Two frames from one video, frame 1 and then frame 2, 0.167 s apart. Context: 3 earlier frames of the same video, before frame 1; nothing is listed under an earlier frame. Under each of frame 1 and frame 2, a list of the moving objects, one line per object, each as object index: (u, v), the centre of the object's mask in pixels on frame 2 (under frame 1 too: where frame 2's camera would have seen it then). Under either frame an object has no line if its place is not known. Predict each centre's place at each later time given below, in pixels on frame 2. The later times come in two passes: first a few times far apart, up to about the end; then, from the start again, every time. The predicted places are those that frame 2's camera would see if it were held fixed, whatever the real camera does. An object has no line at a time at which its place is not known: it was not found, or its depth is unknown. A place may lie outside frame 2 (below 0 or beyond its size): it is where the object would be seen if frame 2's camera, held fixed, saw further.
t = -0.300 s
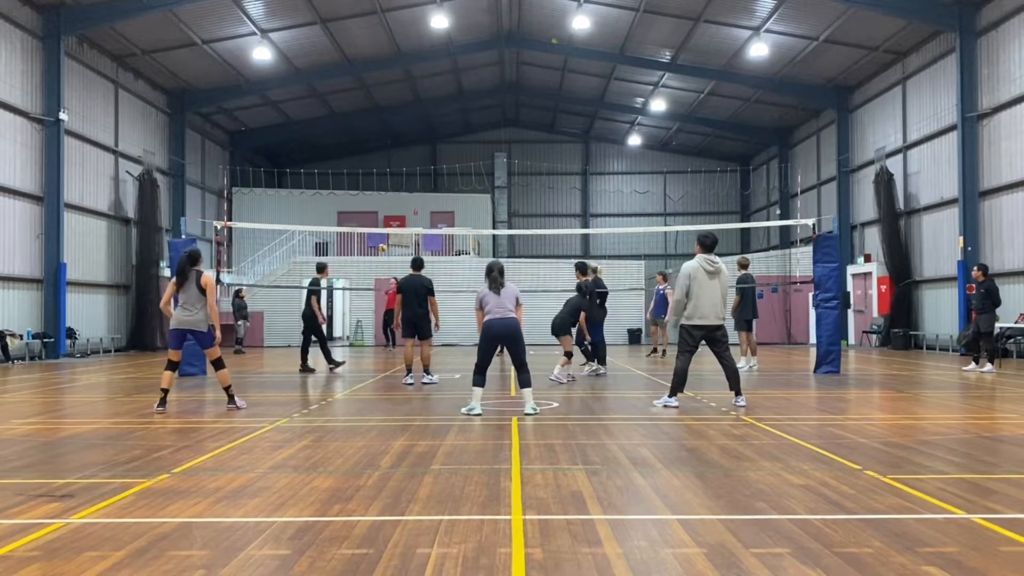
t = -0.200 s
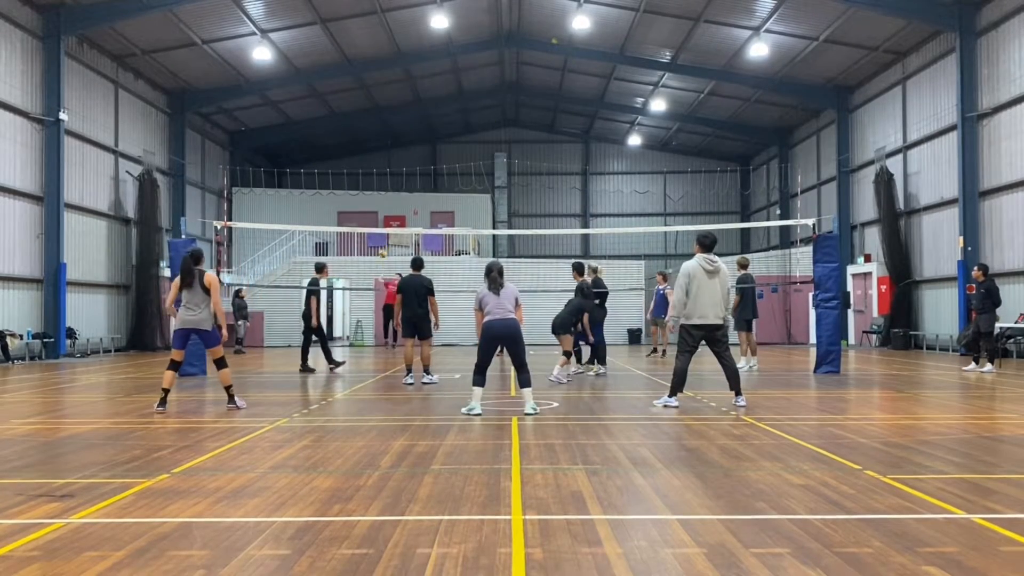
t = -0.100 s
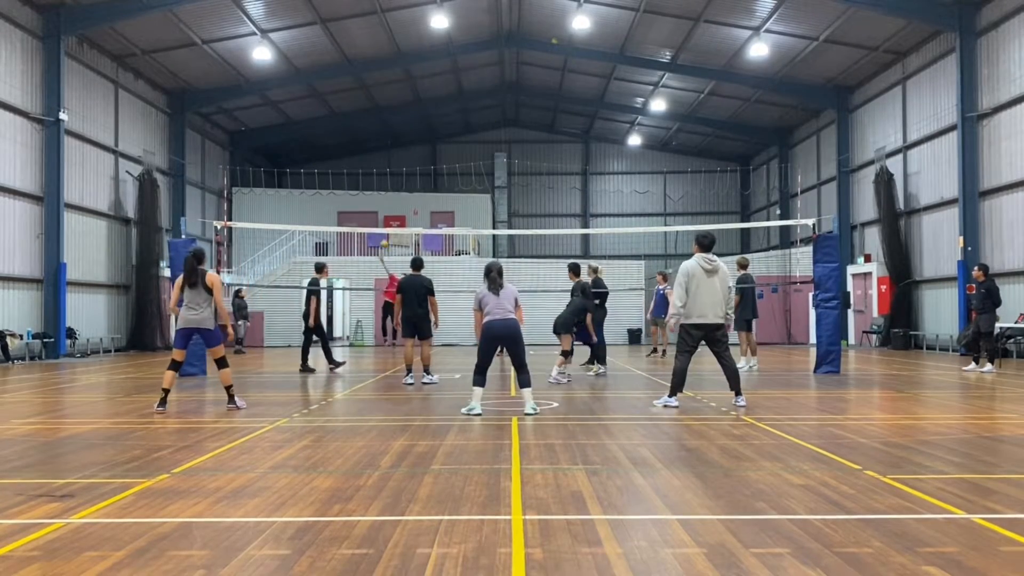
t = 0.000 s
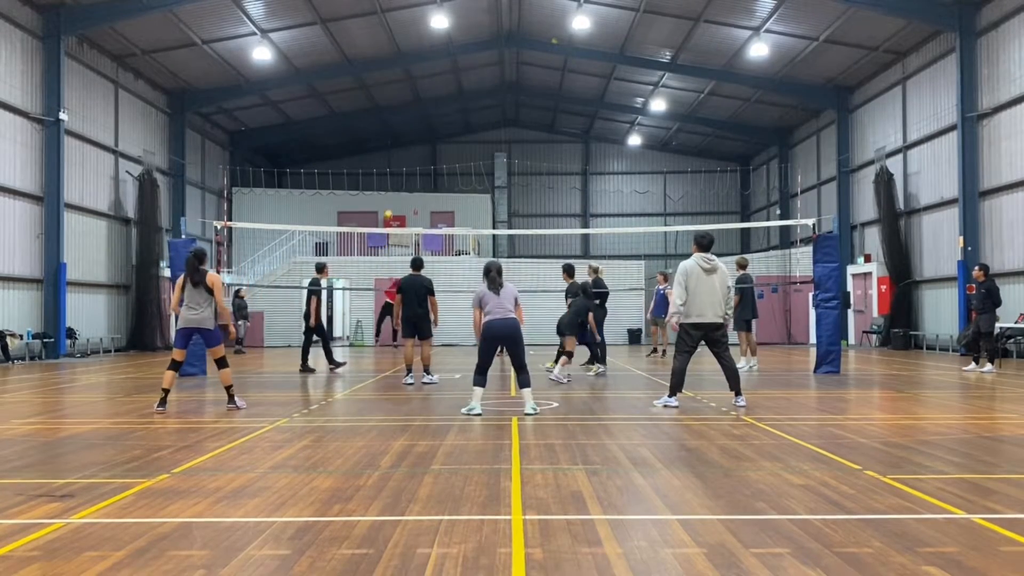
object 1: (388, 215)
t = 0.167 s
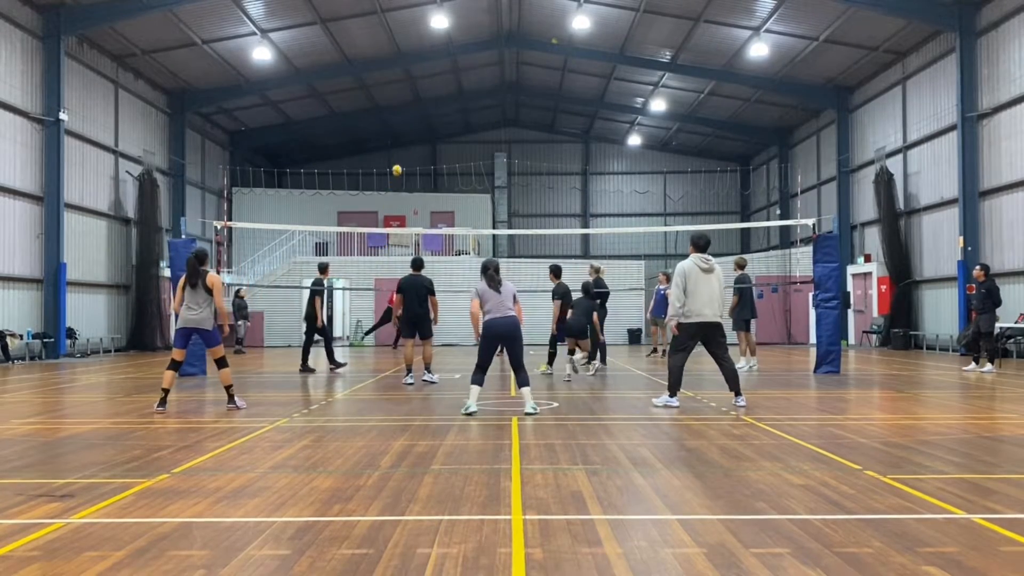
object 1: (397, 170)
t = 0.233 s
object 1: (401, 154)
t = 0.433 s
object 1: (416, 113)
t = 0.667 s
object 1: (441, 84)
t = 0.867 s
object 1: (467, 80)
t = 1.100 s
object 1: (508, 112)
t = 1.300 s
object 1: (556, 185)
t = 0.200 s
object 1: (399, 162)
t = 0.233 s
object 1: (401, 154)
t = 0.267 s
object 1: (403, 147)
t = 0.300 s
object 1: (405, 139)
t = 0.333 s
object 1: (408, 132)
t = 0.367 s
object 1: (410, 126)
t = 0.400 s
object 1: (414, 119)
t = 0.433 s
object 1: (416, 113)
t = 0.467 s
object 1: (420, 108)
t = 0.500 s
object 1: (423, 102)
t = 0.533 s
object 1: (426, 97)
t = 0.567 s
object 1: (429, 93)
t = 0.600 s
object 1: (433, 90)
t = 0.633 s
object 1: (436, 87)
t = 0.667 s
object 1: (441, 84)
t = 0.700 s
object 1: (444, 82)
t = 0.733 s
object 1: (448, 80)
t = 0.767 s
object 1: (453, 79)
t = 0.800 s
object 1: (457, 78)
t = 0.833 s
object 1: (462, 78)
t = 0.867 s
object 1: (467, 80)
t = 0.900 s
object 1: (472, 81)
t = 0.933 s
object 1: (477, 84)
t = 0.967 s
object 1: (483, 87)
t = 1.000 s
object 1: (489, 92)
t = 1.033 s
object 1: (495, 98)
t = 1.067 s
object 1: (502, 104)
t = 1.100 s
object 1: (508, 112)
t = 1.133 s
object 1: (515, 121)
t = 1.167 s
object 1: (522, 131)
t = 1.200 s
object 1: (530, 142)
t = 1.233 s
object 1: (538, 156)
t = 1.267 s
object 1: (547, 169)
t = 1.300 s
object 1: (556, 185)
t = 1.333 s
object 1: (564, 203)
